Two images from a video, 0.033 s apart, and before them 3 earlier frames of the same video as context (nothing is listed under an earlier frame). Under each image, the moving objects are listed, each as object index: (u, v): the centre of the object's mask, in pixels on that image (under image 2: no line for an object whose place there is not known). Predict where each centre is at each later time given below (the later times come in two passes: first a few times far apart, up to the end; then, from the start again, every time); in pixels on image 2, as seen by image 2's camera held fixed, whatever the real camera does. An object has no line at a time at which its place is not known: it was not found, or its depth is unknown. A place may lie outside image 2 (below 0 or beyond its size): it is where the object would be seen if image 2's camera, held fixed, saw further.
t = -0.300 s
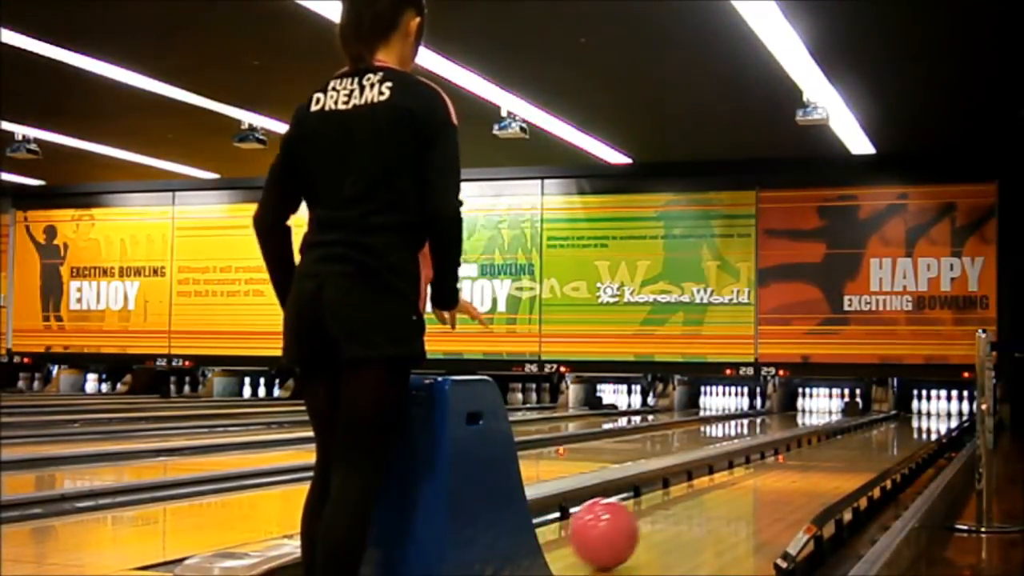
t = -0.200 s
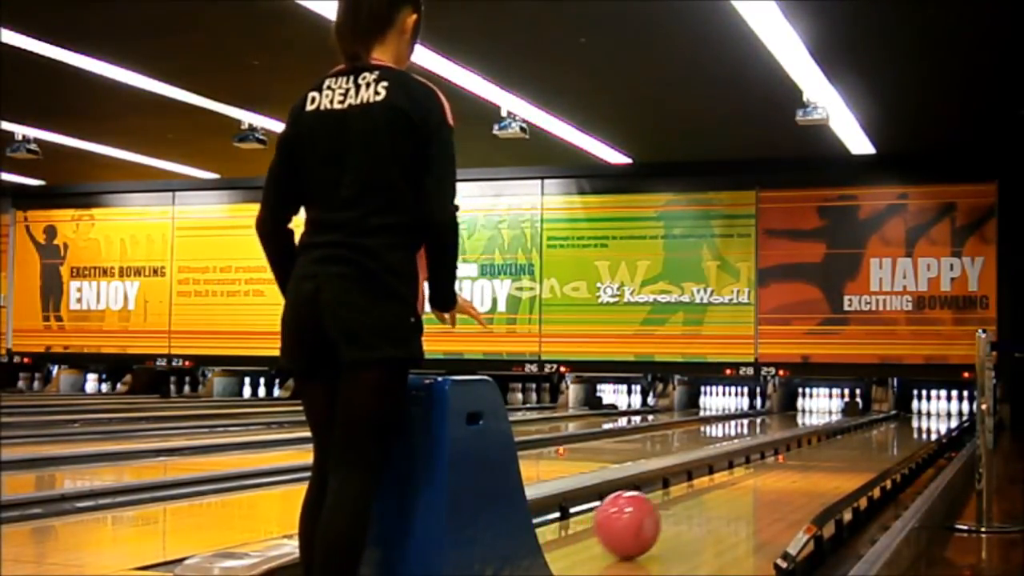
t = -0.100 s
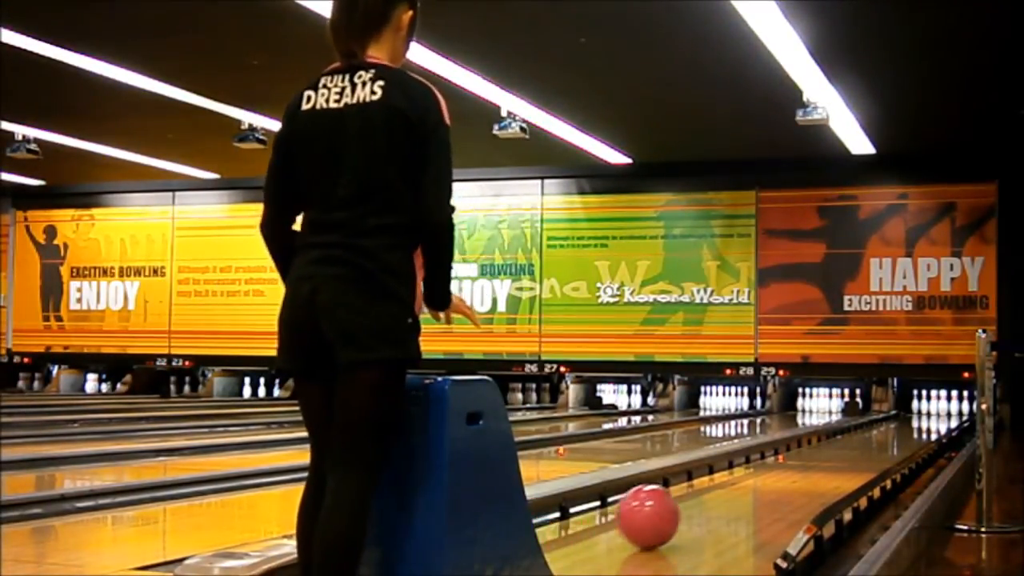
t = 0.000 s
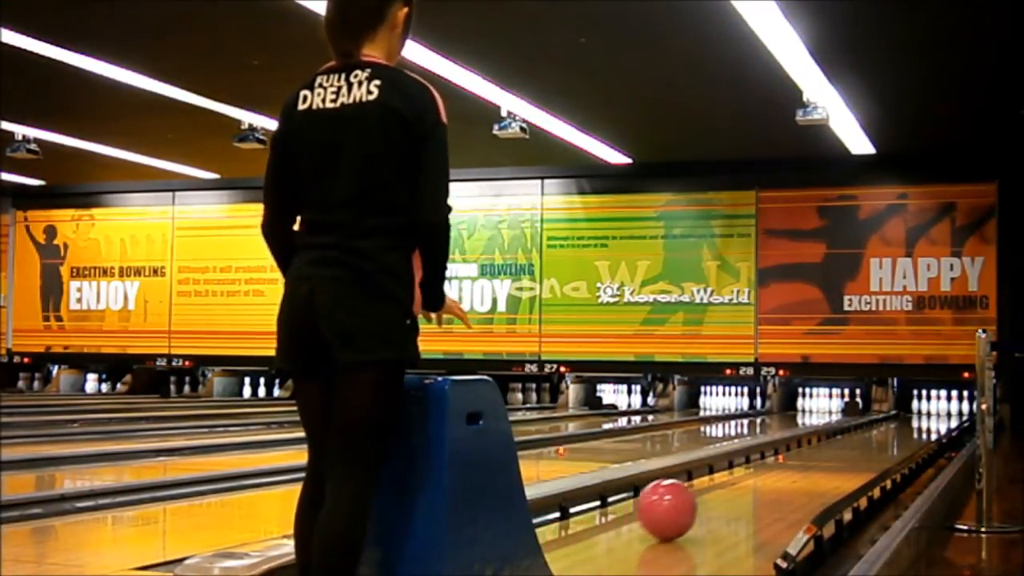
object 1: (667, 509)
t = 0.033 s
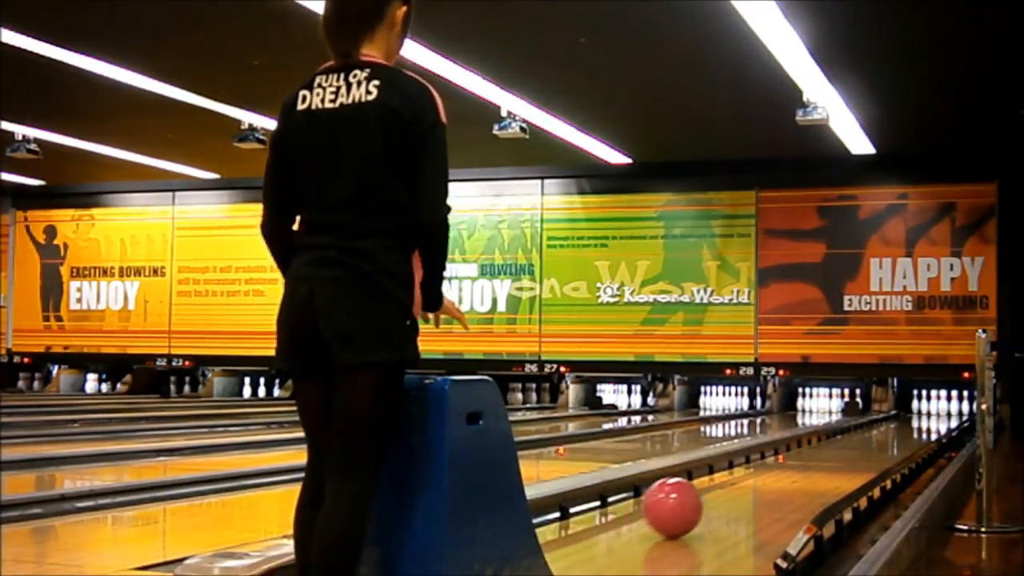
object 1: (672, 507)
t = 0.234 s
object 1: (703, 496)
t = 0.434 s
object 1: (729, 486)
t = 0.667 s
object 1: (754, 476)
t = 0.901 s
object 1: (775, 468)
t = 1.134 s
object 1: (793, 462)
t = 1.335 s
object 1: (806, 457)
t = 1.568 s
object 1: (820, 453)
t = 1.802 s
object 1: (832, 448)
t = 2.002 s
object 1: (841, 445)
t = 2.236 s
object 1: (851, 441)
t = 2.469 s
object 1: (859, 438)
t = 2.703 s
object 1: (867, 436)
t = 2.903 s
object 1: (874, 434)
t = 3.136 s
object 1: (880, 431)
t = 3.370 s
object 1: (886, 429)
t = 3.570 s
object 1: (890, 427)
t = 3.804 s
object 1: (896, 425)
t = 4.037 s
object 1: (900, 424)
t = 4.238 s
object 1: (904, 423)
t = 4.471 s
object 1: (907, 421)
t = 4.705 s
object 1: (912, 419)
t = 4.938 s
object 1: (916, 418)
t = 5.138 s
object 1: (920, 417)
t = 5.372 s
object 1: (924, 416)
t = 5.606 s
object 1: (928, 415)
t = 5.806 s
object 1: (932, 414)
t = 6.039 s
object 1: (935, 413)
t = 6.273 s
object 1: (940, 412)
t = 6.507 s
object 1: (943, 412)
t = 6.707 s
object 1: (945, 411)
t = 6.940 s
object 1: (949, 410)
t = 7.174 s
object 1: (953, 409)
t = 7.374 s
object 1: (963, 409)
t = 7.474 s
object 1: (967, 408)
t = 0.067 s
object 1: (678, 505)
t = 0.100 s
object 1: (683, 503)
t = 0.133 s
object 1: (688, 501)
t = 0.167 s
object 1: (694, 499)
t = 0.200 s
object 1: (699, 498)
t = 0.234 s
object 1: (703, 496)
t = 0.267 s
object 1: (708, 494)
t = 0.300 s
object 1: (712, 492)
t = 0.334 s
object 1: (716, 491)
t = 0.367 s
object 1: (721, 489)
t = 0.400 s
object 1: (725, 488)
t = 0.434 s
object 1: (729, 486)
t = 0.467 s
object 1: (733, 485)
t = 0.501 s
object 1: (737, 483)
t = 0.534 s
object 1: (740, 482)
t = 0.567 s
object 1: (744, 480)
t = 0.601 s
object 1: (747, 479)
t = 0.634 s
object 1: (750, 478)
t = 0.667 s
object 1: (754, 476)
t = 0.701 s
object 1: (757, 475)
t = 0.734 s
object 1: (760, 474)
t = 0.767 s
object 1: (763, 473)
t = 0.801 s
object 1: (766, 472)
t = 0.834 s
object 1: (769, 471)
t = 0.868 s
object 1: (772, 469)
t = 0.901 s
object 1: (775, 468)
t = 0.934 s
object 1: (778, 467)
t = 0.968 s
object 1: (780, 466)
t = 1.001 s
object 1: (783, 465)
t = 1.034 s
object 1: (786, 465)
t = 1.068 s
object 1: (788, 464)
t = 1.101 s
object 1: (790, 463)
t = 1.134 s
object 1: (793, 462)
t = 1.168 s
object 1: (795, 461)
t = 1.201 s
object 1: (798, 460)
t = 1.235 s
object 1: (799, 459)
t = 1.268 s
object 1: (801, 459)
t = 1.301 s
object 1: (804, 458)
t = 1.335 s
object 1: (806, 457)
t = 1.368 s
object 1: (809, 456)
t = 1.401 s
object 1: (811, 456)
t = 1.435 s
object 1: (812, 455)
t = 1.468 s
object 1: (815, 454)
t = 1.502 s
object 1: (816, 454)
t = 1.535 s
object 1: (818, 453)
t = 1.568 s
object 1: (820, 453)
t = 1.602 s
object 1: (822, 452)
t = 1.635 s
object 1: (823, 451)
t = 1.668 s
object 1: (825, 451)
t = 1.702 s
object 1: (827, 450)
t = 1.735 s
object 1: (829, 449)
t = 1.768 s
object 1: (830, 449)
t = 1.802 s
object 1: (832, 448)
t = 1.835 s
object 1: (834, 448)
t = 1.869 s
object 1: (835, 447)
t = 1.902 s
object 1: (837, 446)
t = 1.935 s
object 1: (838, 446)
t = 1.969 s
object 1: (840, 446)
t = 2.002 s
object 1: (841, 445)
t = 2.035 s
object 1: (843, 444)
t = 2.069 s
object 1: (844, 444)
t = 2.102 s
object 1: (845, 443)
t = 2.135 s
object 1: (847, 443)
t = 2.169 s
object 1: (848, 443)
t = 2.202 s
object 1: (850, 442)
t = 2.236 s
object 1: (851, 441)
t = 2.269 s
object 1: (852, 441)
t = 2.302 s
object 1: (853, 440)
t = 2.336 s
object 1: (854, 440)
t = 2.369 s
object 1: (855, 440)
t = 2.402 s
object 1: (856, 439)
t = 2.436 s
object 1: (858, 438)
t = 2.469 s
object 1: (859, 438)
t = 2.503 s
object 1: (861, 438)
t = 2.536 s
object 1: (862, 437)
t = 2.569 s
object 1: (863, 437)
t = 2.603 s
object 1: (864, 437)
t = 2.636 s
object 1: (864, 436)
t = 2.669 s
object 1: (866, 436)
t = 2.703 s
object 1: (867, 436)
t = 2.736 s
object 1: (868, 435)
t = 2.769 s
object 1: (870, 435)
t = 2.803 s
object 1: (870, 434)
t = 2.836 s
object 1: (871, 434)
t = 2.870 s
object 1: (873, 434)
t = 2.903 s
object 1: (874, 434)
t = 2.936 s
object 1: (874, 433)
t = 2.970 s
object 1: (876, 433)
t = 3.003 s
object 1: (877, 432)
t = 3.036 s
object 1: (878, 432)
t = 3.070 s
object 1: (878, 431)
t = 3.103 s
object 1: (879, 431)
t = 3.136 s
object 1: (880, 431)
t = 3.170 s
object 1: (881, 431)
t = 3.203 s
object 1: (882, 430)
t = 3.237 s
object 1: (883, 430)
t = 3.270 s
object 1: (883, 430)
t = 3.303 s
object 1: (884, 429)
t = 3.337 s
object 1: (885, 429)
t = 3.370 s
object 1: (886, 429)
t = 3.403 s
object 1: (886, 428)
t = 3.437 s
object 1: (887, 428)
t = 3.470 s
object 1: (887, 428)
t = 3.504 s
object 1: (888, 428)
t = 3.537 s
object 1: (889, 427)
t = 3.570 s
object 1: (890, 427)
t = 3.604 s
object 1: (891, 427)
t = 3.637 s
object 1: (891, 426)
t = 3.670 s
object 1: (892, 426)
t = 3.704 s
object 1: (893, 426)
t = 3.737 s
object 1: (894, 426)
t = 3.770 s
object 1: (896, 426)
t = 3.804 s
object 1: (896, 425)
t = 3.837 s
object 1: (897, 425)
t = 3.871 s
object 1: (897, 425)
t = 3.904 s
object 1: (898, 425)
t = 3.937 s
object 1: (898, 424)
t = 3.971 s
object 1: (899, 424)
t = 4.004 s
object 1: (900, 424)
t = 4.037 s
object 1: (900, 424)
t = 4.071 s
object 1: (901, 423)
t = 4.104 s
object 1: (901, 423)
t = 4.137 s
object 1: (902, 423)
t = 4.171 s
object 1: (903, 423)
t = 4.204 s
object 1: (903, 422)
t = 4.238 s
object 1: (904, 423)
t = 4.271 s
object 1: (905, 423)
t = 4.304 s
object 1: (904, 422)
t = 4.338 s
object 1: (905, 422)
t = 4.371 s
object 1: (905, 422)
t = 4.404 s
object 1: (906, 421)
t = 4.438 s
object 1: (907, 421)
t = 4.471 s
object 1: (907, 421)
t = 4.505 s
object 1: (908, 421)
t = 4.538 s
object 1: (908, 420)
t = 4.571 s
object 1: (909, 420)
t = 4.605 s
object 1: (910, 420)
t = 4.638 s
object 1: (910, 420)
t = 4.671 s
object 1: (911, 419)
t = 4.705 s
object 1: (912, 419)
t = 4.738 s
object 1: (912, 419)
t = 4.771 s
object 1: (913, 419)
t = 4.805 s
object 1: (914, 419)
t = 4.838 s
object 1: (914, 418)
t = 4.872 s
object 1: (915, 418)
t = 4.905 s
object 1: (916, 418)
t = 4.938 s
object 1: (916, 418)
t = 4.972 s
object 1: (917, 418)
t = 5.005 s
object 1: (918, 418)
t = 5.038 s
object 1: (918, 418)
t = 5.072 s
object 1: (919, 417)
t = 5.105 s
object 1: (920, 417)
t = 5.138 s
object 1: (920, 417)
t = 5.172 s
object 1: (921, 417)
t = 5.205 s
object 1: (921, 417)
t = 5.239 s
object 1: (922, 417)
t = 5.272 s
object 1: (922, 416)
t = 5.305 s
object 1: (923, 416)
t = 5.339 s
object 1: (923, 416)
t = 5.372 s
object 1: (924, 416)
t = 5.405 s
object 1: (925, 416)
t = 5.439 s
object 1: (925, 416)
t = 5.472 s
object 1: (926, 416)
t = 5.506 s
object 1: (926, 415)
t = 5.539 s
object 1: (927, 415)
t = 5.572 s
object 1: (927, 415)
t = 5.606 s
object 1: (928, 415)
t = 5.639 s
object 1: (929, 415)
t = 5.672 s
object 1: (929, 415)
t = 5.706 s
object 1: (930, 415)
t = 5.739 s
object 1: (930, 414)
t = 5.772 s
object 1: (931, 414)
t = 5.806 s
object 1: (932, 414)
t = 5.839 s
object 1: (933, 414)
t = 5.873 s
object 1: (933, 414)
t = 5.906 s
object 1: (934, 414)
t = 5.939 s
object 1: (934, 413)
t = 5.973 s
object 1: (934, 413)
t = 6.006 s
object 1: (935, 413)
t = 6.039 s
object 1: (935, 413)
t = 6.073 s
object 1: (935, 413)
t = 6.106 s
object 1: (936, 413)
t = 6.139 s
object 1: (937, 413)
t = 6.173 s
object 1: (938, 413)
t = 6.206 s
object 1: (939, 413)
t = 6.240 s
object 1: (940, 413)
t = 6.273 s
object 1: (940, 412)
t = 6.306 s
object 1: (940, 412)
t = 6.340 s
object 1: (941, 412)
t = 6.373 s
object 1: (941, 412)
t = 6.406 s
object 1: (941, 412)
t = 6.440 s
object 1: (942, 412)
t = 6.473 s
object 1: (943, 412)
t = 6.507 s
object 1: (943, 412)
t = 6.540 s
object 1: (943, 412)
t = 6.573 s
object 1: (944, 412)
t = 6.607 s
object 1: (944, 411)
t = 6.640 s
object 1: (944, 411)
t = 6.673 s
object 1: (945, 411)
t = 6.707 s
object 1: (945, 411)
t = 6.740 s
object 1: (946, 411)
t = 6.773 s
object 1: (946, 411)
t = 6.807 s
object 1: (947, 411)
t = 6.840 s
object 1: (947, 410)
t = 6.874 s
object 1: (948, 410)
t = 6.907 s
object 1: (948, 410)
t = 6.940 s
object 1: (949, 410)
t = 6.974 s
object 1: (949, 410)
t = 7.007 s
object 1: (950, 410)
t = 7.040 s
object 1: (950, 410)
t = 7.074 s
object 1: (951, 410)
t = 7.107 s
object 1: (952, 409)
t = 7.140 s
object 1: (952, 409)
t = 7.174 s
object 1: (953, 409)
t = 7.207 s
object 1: (954, 409)
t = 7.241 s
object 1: (954, 409)
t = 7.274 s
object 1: (956, 408)
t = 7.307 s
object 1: (959, 409)
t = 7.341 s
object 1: (960, 409)
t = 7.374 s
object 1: (963, 409)
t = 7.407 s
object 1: (965, 408)
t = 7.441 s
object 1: (966, 408)
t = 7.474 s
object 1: (967, 408)
